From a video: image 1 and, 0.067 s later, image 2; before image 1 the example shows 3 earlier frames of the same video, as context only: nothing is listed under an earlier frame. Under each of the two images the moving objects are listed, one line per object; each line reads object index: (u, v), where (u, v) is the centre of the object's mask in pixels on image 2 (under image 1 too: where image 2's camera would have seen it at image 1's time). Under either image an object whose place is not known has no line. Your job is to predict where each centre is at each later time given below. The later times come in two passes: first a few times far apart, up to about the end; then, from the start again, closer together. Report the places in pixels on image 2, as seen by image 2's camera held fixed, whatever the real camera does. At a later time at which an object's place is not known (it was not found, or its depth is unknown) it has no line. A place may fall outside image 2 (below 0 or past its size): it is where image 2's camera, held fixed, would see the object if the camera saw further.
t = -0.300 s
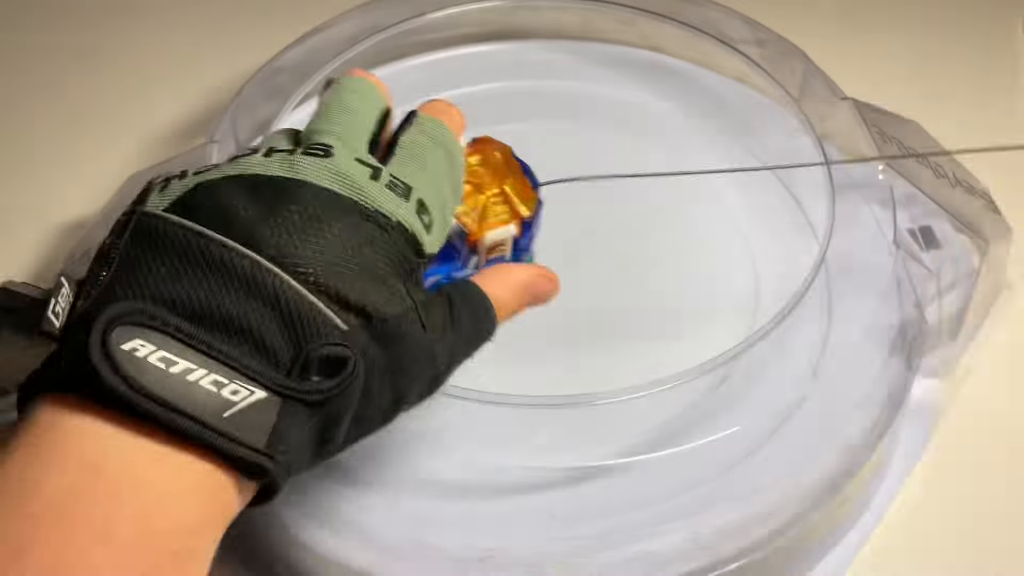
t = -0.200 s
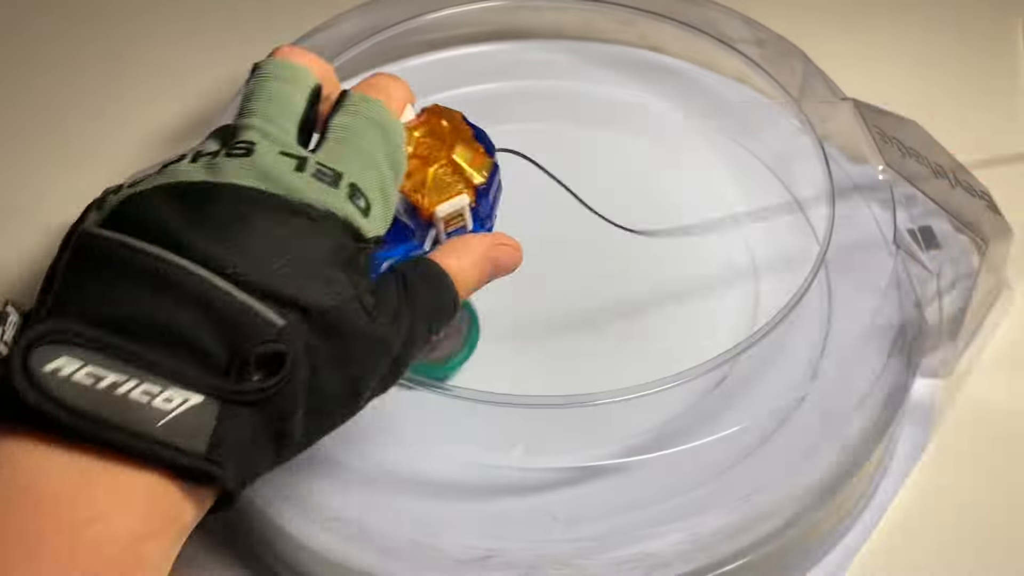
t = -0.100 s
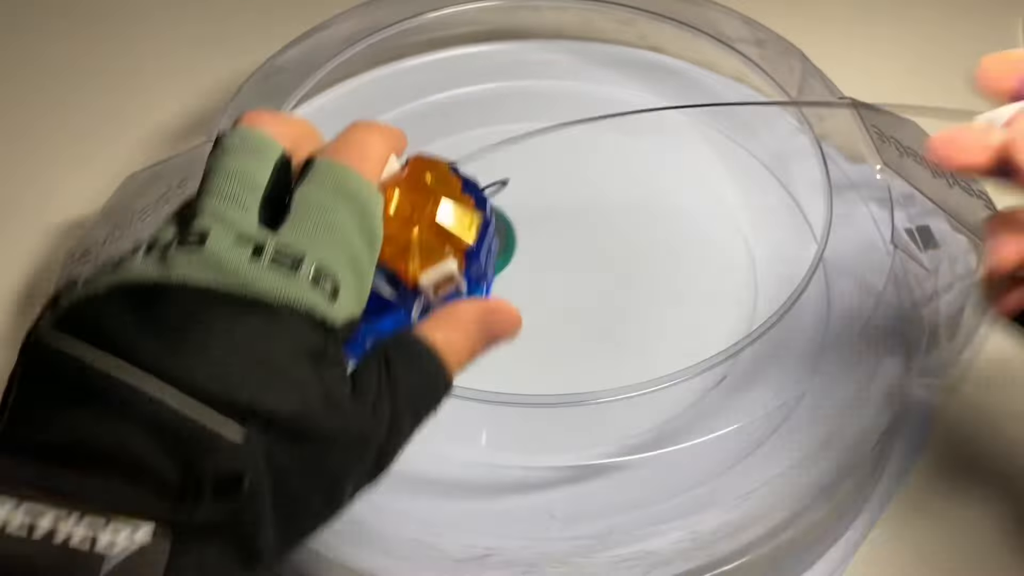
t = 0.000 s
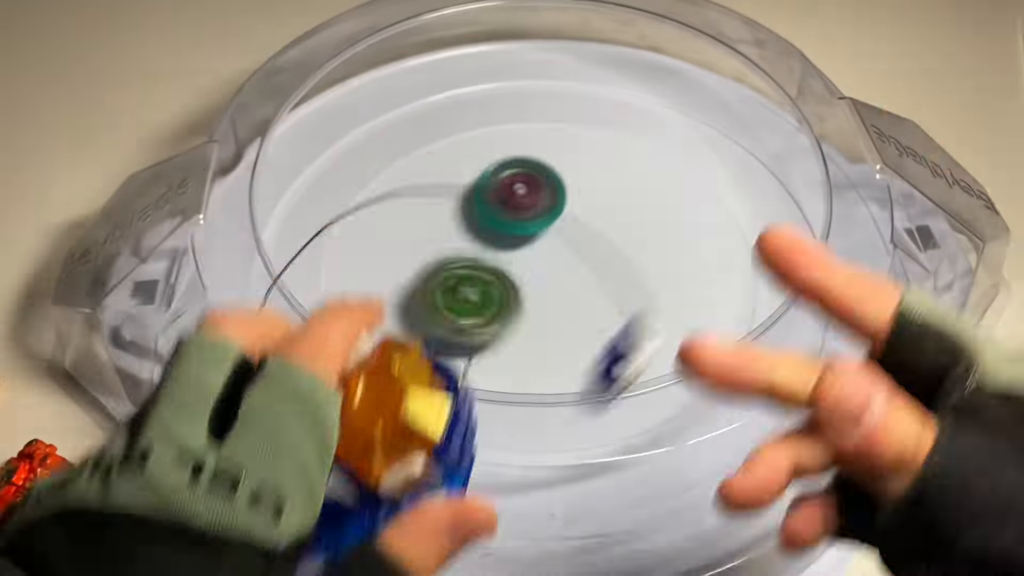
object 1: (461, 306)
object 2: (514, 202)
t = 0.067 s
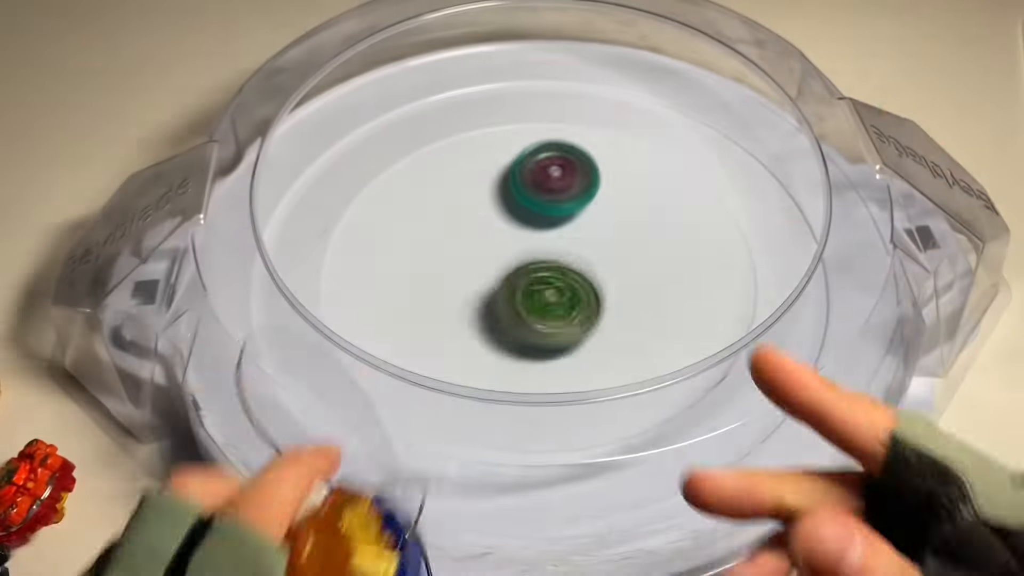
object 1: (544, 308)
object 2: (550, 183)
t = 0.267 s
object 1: (698, 264)
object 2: (538, 107)
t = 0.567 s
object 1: (719, 206)
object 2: (407, 100)
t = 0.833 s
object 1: (574, 216)
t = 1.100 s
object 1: (784, 224)
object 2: (458, 286)
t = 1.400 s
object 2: (674, 177)
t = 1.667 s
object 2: (559, 163)
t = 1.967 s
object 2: (474, 322)
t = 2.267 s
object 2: (687, 321)
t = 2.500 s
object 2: (671, 193)
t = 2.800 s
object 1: (273, 267)
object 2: (416, 203)
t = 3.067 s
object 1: (233, 216)
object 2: (670, 313)
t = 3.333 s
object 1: (278, 158)
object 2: (815, 232)
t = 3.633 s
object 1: (409, 114)
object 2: (707, 192)
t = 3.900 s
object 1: (539, 95)
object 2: (462, 240)
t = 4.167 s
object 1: (666, 102)
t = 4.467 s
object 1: (744, 152)
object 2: (635, 337)
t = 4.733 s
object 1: (813, 240)
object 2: (549, 171)
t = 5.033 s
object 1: (803, 349)
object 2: (321, 196)
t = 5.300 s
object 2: (270, 275)
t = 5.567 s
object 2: (378, 304)
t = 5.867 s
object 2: (635, 241)
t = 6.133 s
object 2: (578, 139)
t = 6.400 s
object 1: (270, 298)
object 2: (439, 230)
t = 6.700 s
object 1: (284, 198)
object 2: (621, 347)
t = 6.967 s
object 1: (339, 127)
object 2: (715, 218)
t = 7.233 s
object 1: (424, 85)
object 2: (521, 176)
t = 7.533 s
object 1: (528, 66)
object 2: (405, 330)
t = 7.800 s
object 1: (622, 74)
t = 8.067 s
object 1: (704, 106)
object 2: (627, 216)
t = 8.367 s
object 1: (765, 163)
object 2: (421, 184)
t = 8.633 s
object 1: (805, 225)
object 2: (408, 311)
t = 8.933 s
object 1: (808, 294)
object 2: (632, 273)
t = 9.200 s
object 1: (762, 333)
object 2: (557, 166)
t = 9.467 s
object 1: (655, 306)
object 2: (460, 252)
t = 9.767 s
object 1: (552, 233)
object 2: (607, 319)
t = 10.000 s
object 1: (521, 178)
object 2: (623, 243)
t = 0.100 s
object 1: (580, 297)
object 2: (563, 178)
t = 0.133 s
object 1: (612, 279)
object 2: (574, 175)
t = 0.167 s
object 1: (631, 257)
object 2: (582, 174)
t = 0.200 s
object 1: (646, 243)
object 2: (580, 168)
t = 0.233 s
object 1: (676, 255)
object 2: (560, 135)
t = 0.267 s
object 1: (698, 264)
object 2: (538, 107)
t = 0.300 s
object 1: (715, 268)
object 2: (516, 86)
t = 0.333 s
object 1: (730, 268)
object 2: (496, 69)
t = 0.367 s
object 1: (737, 267)
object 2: (476, 58)
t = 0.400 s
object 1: (742, 260)
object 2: (459, 57)
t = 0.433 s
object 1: (743, 253)
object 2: (443, 55)
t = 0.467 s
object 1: (742, 245)
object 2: (431, 64)
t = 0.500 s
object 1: (736, 233)
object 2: (421, 73)
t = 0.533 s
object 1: (730, 218)
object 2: (416, 87)
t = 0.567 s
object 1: (719, 206)
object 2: (407, 100)
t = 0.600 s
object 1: (703, 192)
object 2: (404, 112)
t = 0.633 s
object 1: (680, 181)
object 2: (398, 126)
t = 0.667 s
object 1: (652, 175)
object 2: (396, 139)
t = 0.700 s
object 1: (619, 175)
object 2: (398, 158)
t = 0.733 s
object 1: (583, 182)
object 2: (405, 181)
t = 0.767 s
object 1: (548, 194)
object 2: (415, 208)
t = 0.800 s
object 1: (524, 209)
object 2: (417, 239)
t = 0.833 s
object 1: (574, 216)
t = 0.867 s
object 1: (620, 223)
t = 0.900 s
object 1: (665, 223)
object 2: (225, 325)
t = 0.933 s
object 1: (701, 218)
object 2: (270, 322)
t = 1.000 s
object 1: (740, 214)
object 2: (344, 288)
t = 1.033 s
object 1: (752, 215)
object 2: (377, 296)
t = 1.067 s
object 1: (767, 218)
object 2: (416, 289)
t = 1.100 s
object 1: (784, 224)
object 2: (458, 286)
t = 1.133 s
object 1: (805, 233)
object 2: (498, 280)
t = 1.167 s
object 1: (811, 237)
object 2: (538, 271)
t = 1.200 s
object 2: (574, 258)
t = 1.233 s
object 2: (606, 244)
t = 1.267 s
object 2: (631, 227)
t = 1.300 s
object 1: (816, 269)
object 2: (651, 213)
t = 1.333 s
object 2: (669, 195)
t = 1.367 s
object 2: (672, 187)
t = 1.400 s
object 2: (674, 177)
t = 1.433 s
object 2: (672, 168)
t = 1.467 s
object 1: (804, 306)
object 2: (663, 162)
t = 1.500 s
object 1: (805, 321)
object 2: (652, 157)
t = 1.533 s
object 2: (636, 154)
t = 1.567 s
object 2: (618, 154)
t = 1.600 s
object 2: (599, 154)
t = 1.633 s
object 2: (579, 158)
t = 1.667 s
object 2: (559, 163)
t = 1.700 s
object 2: (537, 171)
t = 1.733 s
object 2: (517, 182)
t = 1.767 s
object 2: (498, 196)
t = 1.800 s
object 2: (482, 213)
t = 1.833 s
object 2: (469, 233)
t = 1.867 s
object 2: (462, 255)
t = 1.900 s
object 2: (460, 278)
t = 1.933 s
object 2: (464, 301)
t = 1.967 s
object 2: (474, 322)
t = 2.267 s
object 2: (687, 321)
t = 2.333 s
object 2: (709, 285)
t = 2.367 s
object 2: (713, 263)
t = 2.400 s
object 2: (712, 241)
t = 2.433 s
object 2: (702, 224)
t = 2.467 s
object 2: (689, 207)
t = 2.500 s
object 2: (671, 193)
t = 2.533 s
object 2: (649, 180)
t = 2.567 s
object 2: (624, 172)
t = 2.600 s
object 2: (595, 166)
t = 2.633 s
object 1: (293, 333)
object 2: (566, 163)
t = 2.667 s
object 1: (284, 321)
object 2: (534, 166)
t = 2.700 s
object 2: (504, 167)
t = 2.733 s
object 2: (473, 177)
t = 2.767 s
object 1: (266, 278)
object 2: (442, 188)
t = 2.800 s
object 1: (273, 267)
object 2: (416, 203)
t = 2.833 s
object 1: (278, 257)
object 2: (391, 223)
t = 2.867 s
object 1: (266, 246)
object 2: (384, 243)
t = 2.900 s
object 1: (246, 239)
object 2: (430, 269)
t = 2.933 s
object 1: (230, 233)
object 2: (477, 291)
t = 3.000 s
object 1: (217, 222)
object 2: (576, 317)
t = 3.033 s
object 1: (227, 219)
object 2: (624, 319)
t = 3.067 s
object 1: (233, 216)
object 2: (670, 313)
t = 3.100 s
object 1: (234, 209)
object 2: (703, 306)
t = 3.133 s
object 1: (236, 200)
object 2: (732, 292)
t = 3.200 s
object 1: (247, 187)
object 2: (767, 263)
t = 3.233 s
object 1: (248, 189)
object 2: (789, 257)
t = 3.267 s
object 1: (252, 180)
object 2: (802, 248)
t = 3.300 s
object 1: (269, 168)
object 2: (812, 240)
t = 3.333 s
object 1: (278, 158)
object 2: (815, 232)
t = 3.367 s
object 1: (290, 152)
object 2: (809, 224)
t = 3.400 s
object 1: (310, 142)
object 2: (798, 216)
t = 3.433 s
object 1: (320, 136)
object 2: (781, 210)
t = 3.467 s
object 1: (335, 134)
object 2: (775, 201)
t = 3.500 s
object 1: (351, 131)
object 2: (764, 198)
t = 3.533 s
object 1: (363, 128)
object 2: (752, 195)
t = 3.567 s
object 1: (374, 123)
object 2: (740, 192)
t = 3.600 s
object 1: (394, 117)
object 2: (726, 191)
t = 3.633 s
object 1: (409, 114)
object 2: (707, 192)
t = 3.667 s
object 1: (423, 110)
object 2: (684, 194)
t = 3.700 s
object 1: (442, 107)
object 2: (658, 197)
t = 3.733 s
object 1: (459, 103)
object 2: (629, 200)
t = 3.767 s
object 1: (472, 100)
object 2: (597, 204)
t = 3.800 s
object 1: (491, 98)
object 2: (563, 210)
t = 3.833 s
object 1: (509, 97)
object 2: (528, 218)
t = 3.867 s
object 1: (523, 95)
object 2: (494, 228)
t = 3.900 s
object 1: (539, 95)
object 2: (462, 240)
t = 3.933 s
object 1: (557, 94)
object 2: (435, 254)
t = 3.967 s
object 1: (569, 94)
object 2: (412, 269)
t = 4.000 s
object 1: (588, 94)
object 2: (395, 285)
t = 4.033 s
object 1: (603, 96)
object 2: (385, 302)
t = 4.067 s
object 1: (617, 96)
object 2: (385, 315)
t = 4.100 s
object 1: (636, 98)
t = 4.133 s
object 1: (654, 100)
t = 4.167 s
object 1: (666, 102)
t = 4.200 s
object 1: (684, 104)
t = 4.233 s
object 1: (701, 108)
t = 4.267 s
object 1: (712, 111)
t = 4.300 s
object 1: (722, 117)
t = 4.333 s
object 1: (723, 122)
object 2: (532, 401)
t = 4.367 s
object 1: (724, 128)
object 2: (563, 393)
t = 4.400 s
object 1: (731, 135)
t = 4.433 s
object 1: (735, 142)
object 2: (616, 352)
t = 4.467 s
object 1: (744, 152)
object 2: (635, 337)
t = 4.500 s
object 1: (756, 162)
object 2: (646, 315)
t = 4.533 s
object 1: (763, 169)
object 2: (651, 291)
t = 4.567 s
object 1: (772, 182)
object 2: (649, 268)
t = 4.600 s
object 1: (777, 192)
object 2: (641, 243)
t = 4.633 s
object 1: (781, 207)
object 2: (626, 221)
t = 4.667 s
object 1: (800, 214)
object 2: (604, 200)
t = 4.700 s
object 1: (803, 227)
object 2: (579, 183)
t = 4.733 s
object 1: (813, 240)
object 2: (549, 171)
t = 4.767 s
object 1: (816, 249)
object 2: (519, 161)
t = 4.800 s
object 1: (812, 257)
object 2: (489, 155)
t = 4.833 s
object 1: (816, 265)
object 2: (460, 153)
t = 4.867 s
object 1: (813, 274)
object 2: (430, 154)
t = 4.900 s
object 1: (814, 288)
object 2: (403, 158)
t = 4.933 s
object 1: (808, 301)
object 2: (379, 162)
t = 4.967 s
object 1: (807, 312)
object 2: (356, 171)
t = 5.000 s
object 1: (800, 329)
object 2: (338, 183)
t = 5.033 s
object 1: (803, 349)
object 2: (321, 196)
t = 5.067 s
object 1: (796, 361)
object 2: (306, 208)
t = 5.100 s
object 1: (787, 374)
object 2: (294, 221)
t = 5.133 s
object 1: (784, 378)
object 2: (281, 231)
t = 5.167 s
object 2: (270, 241)
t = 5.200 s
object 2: (261, 250)
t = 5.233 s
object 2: (257, 260)
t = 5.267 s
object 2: (263, 268)
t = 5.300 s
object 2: (270, 275)
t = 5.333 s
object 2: (280, 280)
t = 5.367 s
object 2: (289, 285)
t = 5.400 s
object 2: (300, 287)
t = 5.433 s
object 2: (309, 291)
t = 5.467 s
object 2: (330, 287)
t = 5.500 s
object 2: (341, 292)
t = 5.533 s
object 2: (357, 298)
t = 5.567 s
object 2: (378, 304)
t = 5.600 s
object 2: (409, 305)
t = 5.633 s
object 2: (436, 309)
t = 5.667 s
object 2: (470, 309)
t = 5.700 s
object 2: (507, 305)
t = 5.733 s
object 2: (539, 301)
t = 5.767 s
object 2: (570, 291)
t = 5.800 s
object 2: (598, 277)
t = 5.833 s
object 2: (619, 260)
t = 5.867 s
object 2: (635, 241)
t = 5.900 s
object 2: (646, 221)
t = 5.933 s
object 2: (649, 203)
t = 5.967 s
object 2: (647, 186)
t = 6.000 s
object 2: (639, 173)
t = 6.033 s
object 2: (629, 161)
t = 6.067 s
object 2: (615, 151)
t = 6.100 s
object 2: (598, 143)
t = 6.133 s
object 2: (578, 139)
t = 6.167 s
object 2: (557, 138)
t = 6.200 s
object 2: (535, 141)
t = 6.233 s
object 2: (513, 149)
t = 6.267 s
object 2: (492, 159)
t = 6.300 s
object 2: (474, 172)
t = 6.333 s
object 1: (277, 321)
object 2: (459, 188)
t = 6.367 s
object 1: (269, 310)
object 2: (447, 207)
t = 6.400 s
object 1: (270, 298)
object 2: (439, 230)
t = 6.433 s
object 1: (264, 289)
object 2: (436, 254)
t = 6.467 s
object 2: (440, 279)
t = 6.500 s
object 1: (266, 262)
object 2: (452, 302)
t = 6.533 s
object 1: (262, 250)
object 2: (470, 324)
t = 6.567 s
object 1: (269, 239)
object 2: (495, 341)
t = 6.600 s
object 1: (270, 228)
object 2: (524, 351)
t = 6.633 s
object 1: (276, 217)
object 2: (556, 355)
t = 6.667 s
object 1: (281, 208)
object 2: (590, 353)
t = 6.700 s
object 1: (284, 198)
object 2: (621, 347)
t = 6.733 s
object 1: (292, 186)
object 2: (651, 338)
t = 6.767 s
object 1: (300, 178)
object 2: (677, 326)
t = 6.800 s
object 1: (303, 170)
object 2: (697, 311)
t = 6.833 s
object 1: (311, 161)
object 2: (714, 294)
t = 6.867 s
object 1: (315, 153)
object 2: (723, 275)
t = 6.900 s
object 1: (323, 142)
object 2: (727, 256)
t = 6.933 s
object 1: (333, 135)
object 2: (724, 236)
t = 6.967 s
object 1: (339, 127)
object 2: (715, 218)
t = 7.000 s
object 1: (351, 120)
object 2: (701, 202)
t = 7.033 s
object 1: (361, 115)
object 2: (683, 188)
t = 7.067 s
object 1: (367, 108)
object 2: (661, 178)
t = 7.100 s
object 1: (380, 103)
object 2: (635, 172)
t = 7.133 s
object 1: (391, 98)
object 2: (608, 167)
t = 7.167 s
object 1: (400, 92)
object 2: (579, 167)
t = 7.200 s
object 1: (413, 87)
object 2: (550, 170)
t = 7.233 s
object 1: (424, 85)
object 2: (521, 176)
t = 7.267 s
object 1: (434, 79)
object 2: (492, 184)
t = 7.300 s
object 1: (448, 76)
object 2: (464, 195)
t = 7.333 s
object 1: (459, 74)
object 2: (439, 210)
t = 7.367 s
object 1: (469, 71)
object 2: (416, 230)
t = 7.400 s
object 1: (481, 69)
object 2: (400, 250)
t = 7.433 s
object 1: (493, 68)
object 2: (390, 272)
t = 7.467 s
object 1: (504, 65)
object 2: (386, 295)
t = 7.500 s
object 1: (517, 65)
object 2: (391, 315)
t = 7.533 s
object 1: (528, 66)
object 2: (405, 330)
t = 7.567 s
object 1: (537, 63)
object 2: (408, 359)
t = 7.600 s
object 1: (553, 64)
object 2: (425, 376)
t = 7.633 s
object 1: (565, 66)
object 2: (449, 391)
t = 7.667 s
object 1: (572, 67)
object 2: (476, 400)
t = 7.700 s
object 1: (585, 70)
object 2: (502, 403)
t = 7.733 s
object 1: (600, 70)
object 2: (530, 401)
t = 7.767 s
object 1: (608, 72)
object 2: (562, 390)
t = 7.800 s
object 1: (622, 74)
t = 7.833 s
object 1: (632, 77)
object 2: (608, 364)
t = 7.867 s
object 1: (642, 80)
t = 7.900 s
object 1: (653, 83)
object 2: (645, 329)
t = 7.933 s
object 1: (664, 88)
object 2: (654, 307)
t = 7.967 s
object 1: (675, 92)
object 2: (657, 284)
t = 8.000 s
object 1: (683, 95)
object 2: (654, 260)
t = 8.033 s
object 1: (695, 100)
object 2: (644, 237)
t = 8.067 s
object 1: (704, 106)
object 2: (627, 216)
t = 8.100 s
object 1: (711, 111)
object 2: (609, 197)
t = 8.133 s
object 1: (718, 116)
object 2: (588, 183)
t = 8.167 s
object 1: (728, 124)
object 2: (561, 174)
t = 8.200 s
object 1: (737, 130)
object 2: (535, 168)
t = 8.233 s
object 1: (743, 135)
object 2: (508, 167)
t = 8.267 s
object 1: (751, 142)
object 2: (482, 166)
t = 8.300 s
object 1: (756, 150)
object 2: (459, 169)
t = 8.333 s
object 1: (760, 157)
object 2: (439, 175)
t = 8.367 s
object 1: (765, 163)
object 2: (421, 184)
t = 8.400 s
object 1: (772, 171)
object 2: (407, 194)
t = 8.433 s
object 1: (776, 181)
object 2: (393, 209)
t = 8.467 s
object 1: (785, 187)
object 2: (384, 223)
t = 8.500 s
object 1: (780, 194)
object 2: (378, 239)
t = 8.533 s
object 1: (796, 203)
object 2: (377, 257)
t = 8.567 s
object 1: (802, 211)
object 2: (382, 275)
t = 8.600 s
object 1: (807, 217)
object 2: (392, 293)
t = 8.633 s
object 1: (805, 225)
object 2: (408, 311)
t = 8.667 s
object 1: (811, 231)
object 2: (431, 324)
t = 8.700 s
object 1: (812, 243)
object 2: (457, 334)
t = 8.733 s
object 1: (813, 251)
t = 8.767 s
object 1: (812, 256)
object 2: (517, 342)
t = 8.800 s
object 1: (815, 265)
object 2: (546, 338)
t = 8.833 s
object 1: (815, 275)
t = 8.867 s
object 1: (814, 282)
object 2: (600, 311)
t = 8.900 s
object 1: (812, 287)
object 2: (618, 294)
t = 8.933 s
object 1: (808, 294)
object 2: (632, 273)
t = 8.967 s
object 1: (805, 300)
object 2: (638, 251)
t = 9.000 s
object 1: (803, 306)
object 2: (640, 230)
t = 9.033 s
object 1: (797, 312)
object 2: (635, 211)
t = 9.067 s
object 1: (792, 313)
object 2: (623, 197)
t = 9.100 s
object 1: (784, 317)
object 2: (610, 184)
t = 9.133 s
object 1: (780, 321)
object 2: (595, 173)
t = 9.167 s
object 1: (770, 332)
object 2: (577, 167)
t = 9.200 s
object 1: (762, 333)
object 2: (557, 166)
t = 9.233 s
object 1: (750, 342)
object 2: (537, 166)
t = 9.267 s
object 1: (739, 337)
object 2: (519, 171)
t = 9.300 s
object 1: (728, 338)
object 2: (503, 179)
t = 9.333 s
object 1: (714, 344)
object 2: (489, 189)
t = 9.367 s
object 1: (697, 325)
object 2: (478, 202)
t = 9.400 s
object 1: (687, 323)
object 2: (469, 217)
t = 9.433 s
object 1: (671, 316)
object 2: (461, 234)
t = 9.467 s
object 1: (655, 306)
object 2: (460, 252)
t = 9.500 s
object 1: (641, 298)
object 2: (461, 271)
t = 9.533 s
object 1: (626, 288)
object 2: (469, 290)
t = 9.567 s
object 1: (612, 280)
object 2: (481, 307)
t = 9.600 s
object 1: (596, 272)
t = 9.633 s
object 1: (582, 262)
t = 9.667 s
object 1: (573, 255)
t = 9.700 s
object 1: (568, 247)
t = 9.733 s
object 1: (561, 240)
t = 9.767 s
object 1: (552, 233)
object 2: (607, 319)
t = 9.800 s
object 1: (544, 223)
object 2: (620, 309)
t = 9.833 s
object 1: (538, 215)
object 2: (630, 299)
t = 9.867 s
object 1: (535, 207)
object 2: (636, 287)
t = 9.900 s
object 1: (532, 201)
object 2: (638, 275)
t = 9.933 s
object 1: (526, 193)
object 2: (638, 264)
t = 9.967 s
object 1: (523, 186)
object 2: (633, 252)
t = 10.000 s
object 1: (521, 178)
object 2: (623, 243)
